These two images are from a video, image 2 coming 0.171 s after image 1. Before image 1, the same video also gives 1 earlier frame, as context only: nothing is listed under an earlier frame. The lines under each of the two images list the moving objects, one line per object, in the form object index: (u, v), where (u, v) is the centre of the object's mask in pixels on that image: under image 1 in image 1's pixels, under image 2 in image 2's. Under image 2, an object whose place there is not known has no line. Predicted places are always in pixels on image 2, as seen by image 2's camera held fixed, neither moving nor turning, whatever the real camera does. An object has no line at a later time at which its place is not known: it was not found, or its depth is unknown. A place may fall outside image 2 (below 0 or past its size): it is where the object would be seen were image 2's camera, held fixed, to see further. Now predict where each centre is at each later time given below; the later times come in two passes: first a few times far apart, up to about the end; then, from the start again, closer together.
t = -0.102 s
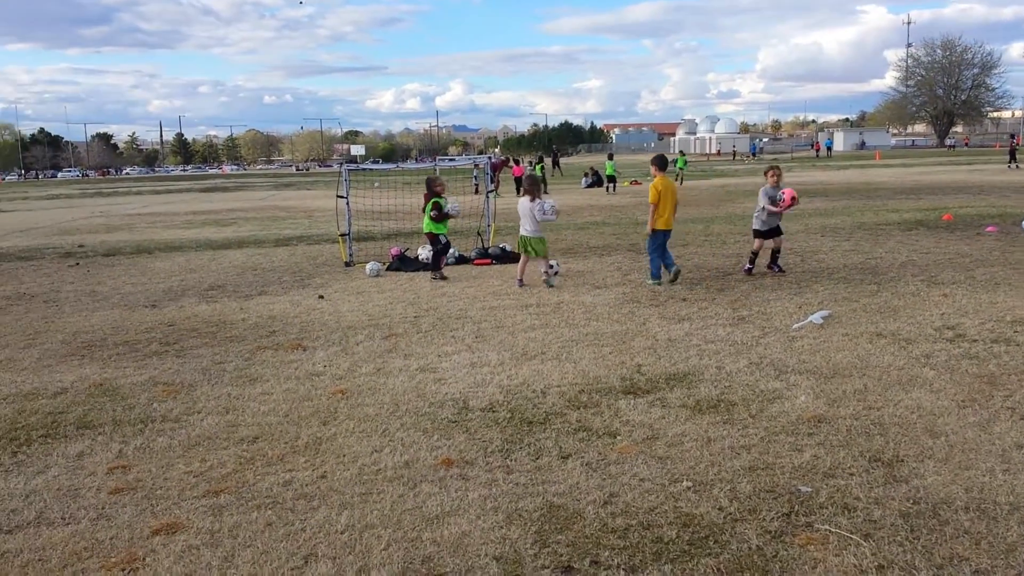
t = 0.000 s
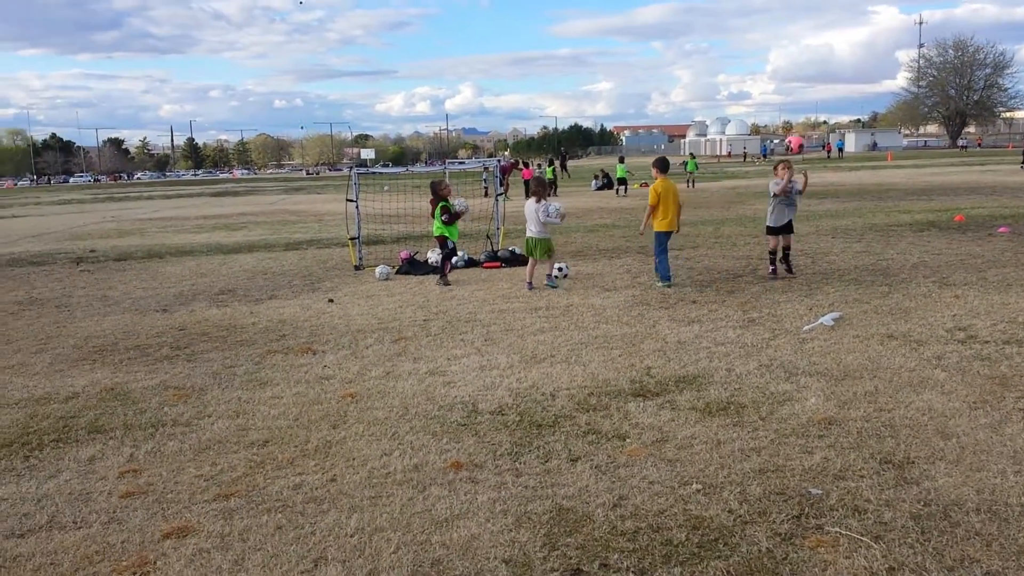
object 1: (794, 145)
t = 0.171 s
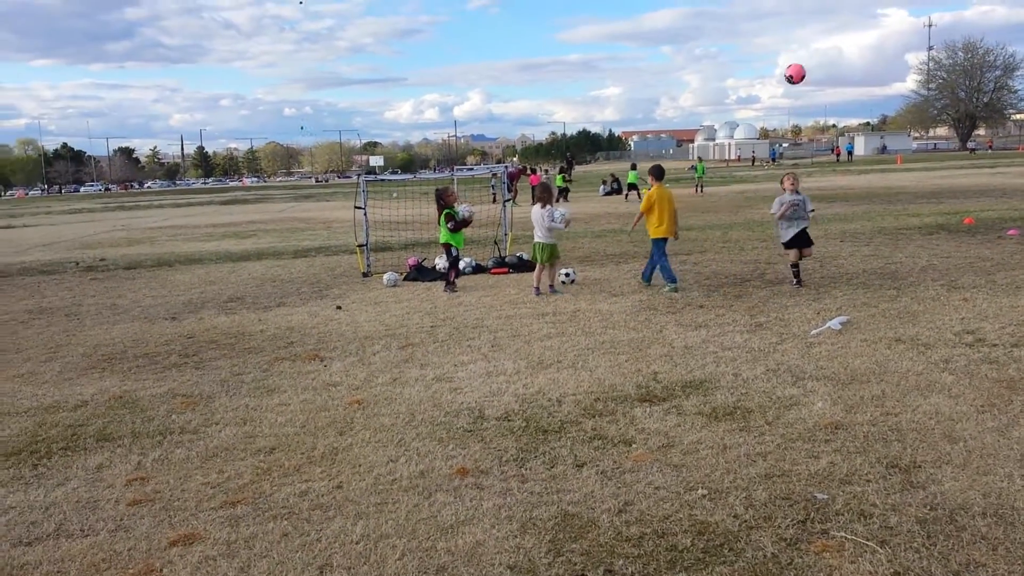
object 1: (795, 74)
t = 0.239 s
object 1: (793, 51)
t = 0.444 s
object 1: (785, 9)
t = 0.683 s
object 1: (775, 25)
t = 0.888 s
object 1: (768, 97)
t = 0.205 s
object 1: (794, 62)
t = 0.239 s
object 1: (793, 51)
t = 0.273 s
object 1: (791, 42)
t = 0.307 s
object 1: (790, 33)
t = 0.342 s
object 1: (788, 24)
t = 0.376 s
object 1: (787, 18)
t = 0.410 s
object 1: (785, 13)
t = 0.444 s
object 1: (785, 9)
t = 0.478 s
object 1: (784, 6)
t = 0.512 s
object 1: (782, 5)
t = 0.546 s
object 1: (780, 5)
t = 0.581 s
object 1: (778, 9)
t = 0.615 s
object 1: (777, 12)
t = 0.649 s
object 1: (776, 18)
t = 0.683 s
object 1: (775, 25)
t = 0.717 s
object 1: (773, 34)
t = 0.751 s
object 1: (772, 44)
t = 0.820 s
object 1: (770, 68)
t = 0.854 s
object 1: (769, 81)
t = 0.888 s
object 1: (768, 97)
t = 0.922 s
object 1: (766, 114)
